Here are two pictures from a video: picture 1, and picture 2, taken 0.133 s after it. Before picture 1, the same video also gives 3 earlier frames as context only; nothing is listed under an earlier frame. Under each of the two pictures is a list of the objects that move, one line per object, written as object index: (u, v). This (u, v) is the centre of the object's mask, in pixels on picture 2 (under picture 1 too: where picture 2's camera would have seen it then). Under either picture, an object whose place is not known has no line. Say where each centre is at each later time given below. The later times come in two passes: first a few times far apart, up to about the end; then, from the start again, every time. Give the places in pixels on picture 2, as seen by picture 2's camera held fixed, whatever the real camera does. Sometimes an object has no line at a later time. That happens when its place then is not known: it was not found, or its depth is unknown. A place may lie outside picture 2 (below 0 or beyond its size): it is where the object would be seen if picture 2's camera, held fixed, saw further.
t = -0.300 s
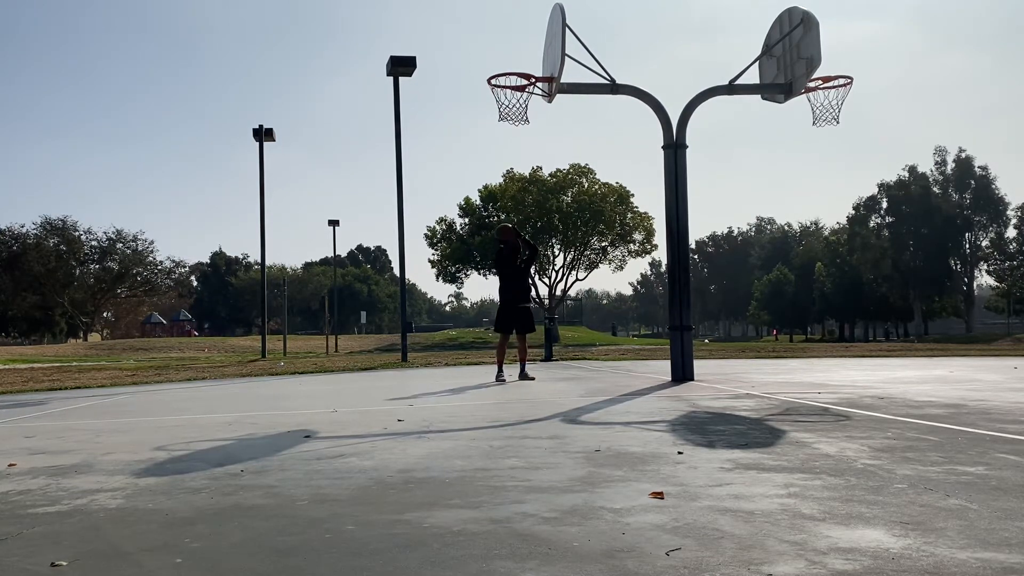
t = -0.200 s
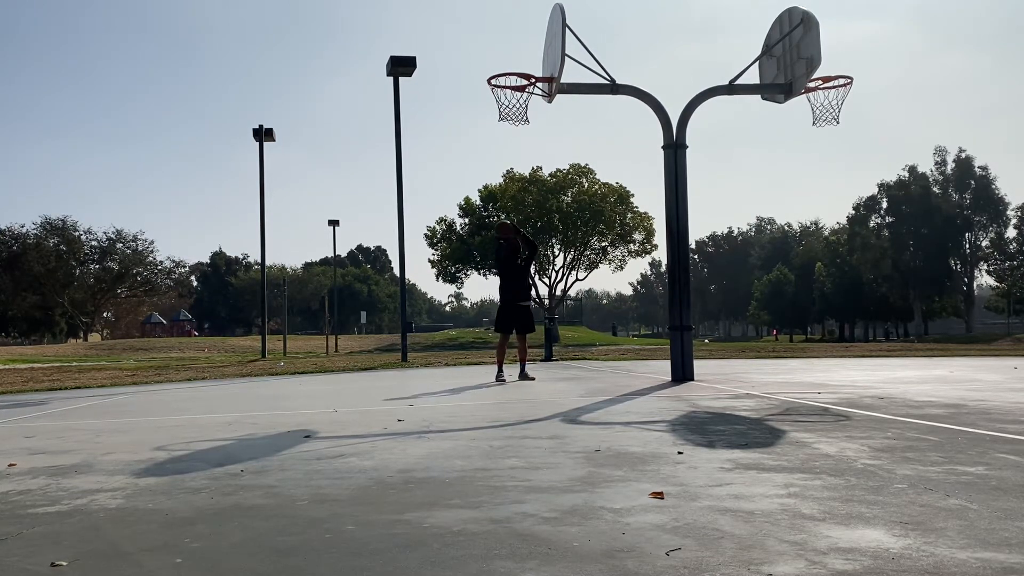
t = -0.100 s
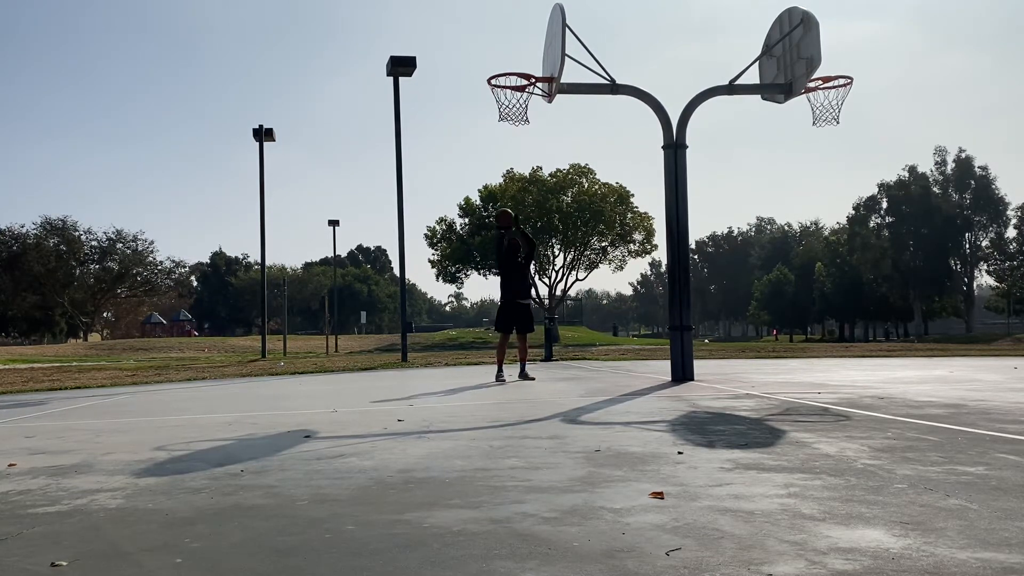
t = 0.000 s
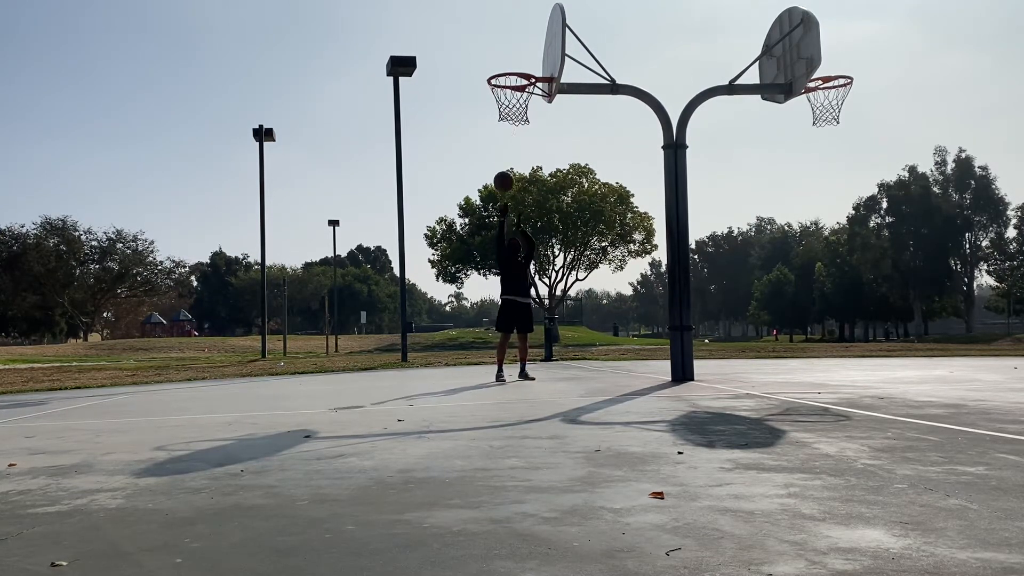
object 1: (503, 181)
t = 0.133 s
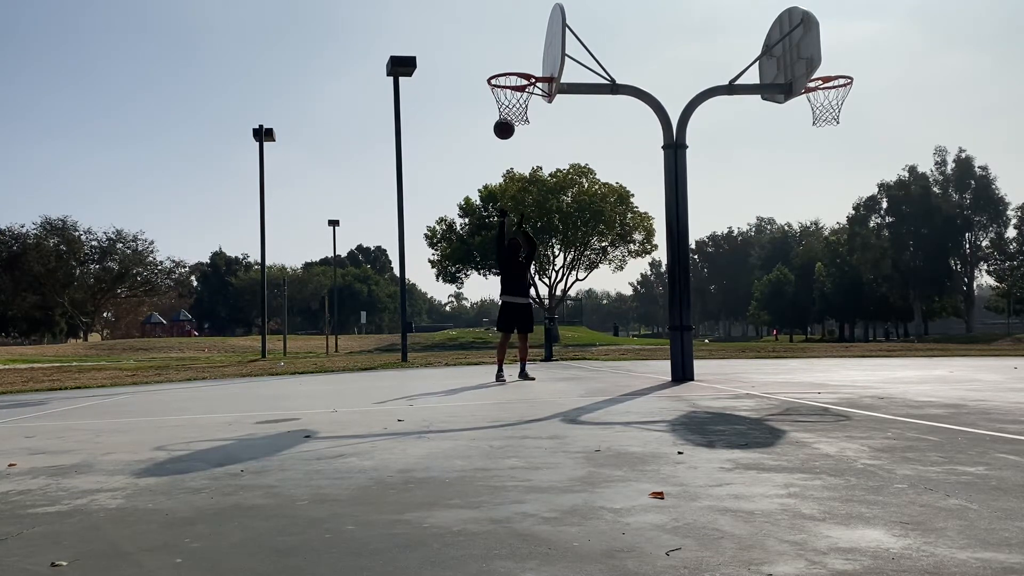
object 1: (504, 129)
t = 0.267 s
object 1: (504, 89)
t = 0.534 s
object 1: (508, 56)
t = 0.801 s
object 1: (512, 69)
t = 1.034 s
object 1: (512, 77)
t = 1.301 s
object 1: (509, 109)
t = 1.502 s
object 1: (513, 133)
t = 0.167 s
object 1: (504, 118)
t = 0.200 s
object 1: (504, 107)
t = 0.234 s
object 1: (504, 98)
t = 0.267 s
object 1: (504, 89)
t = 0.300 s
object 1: (505, 82)
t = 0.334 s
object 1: (505, 75)
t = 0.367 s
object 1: (505, 69)
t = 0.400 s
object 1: (506, 63)
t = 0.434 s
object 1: (506, 61)
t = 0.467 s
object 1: (507, 58)
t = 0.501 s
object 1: (507, 56)
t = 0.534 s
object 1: (508, 56)
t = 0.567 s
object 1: (508, 56)
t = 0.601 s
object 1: (509, 57)
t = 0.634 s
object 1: (510, 59)
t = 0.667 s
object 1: (510, 62)
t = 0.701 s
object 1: (511, 64)
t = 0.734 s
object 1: (511, 73)
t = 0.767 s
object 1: (512, 72)
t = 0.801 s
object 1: (512, 69)
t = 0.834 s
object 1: (512, 68)
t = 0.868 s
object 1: (512, 67)
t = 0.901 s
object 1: (512, 68)
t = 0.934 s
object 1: (513, 69)
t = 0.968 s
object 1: (513, 72)
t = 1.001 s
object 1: (513, 75)
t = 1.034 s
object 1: (512, 77)
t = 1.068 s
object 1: (511, 81)
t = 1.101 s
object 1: (511, 86)
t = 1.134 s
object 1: (510, 91)
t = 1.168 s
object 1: (509, 98)
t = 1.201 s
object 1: (509, 103)
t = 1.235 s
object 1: (509, 107)
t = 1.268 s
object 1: (509, 108)
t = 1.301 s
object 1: (509, 109)
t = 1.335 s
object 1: (510, 110)
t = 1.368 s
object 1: (510, 113)
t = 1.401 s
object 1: (511, 116)
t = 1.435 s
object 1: (511, 121)
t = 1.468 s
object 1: (512, 126)
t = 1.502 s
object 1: (513, 133)
